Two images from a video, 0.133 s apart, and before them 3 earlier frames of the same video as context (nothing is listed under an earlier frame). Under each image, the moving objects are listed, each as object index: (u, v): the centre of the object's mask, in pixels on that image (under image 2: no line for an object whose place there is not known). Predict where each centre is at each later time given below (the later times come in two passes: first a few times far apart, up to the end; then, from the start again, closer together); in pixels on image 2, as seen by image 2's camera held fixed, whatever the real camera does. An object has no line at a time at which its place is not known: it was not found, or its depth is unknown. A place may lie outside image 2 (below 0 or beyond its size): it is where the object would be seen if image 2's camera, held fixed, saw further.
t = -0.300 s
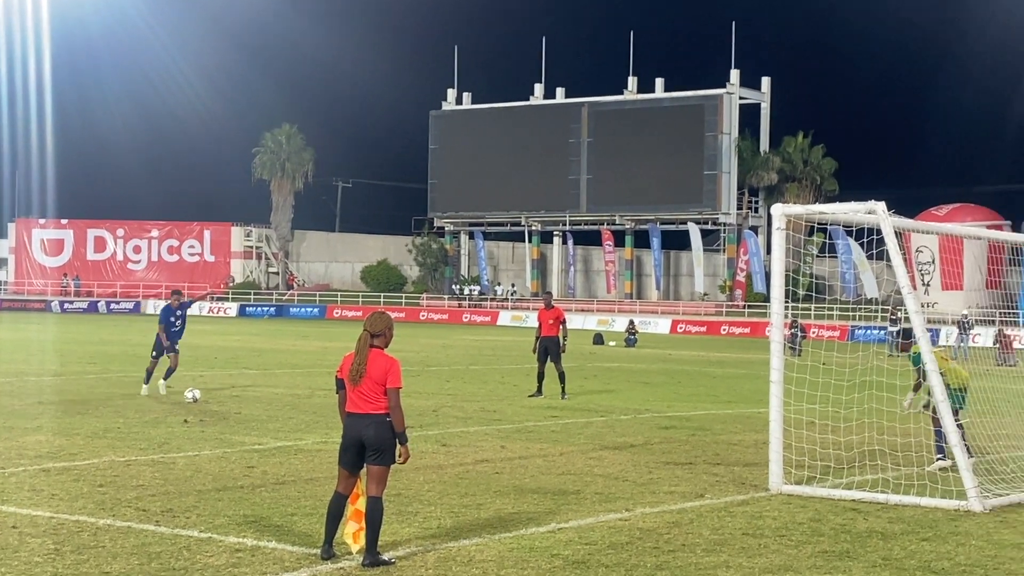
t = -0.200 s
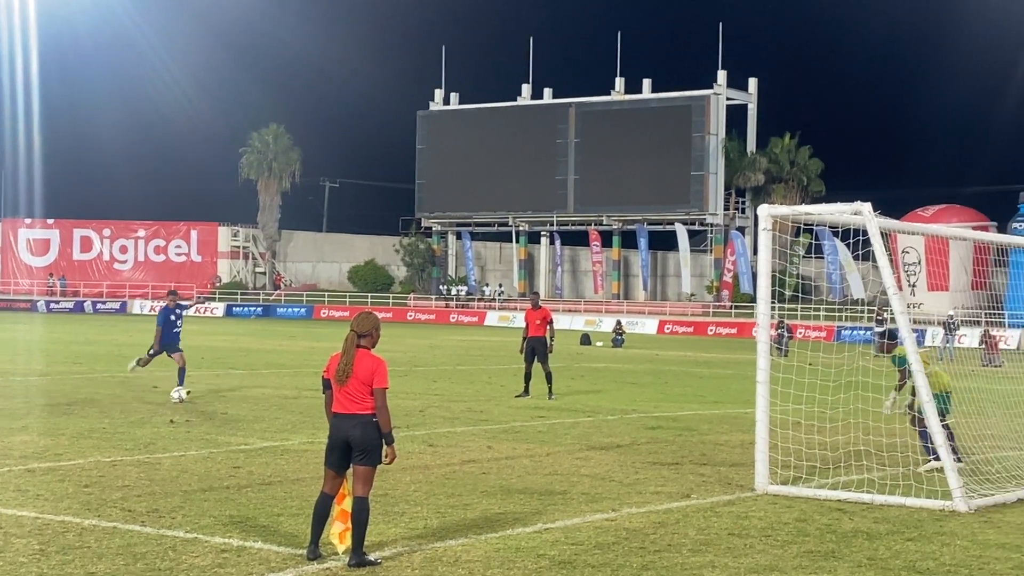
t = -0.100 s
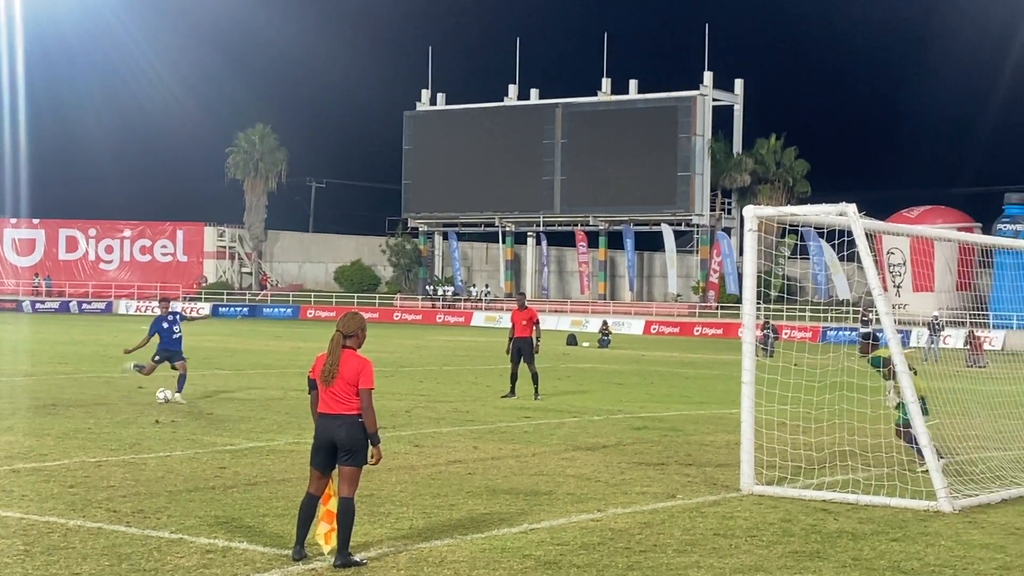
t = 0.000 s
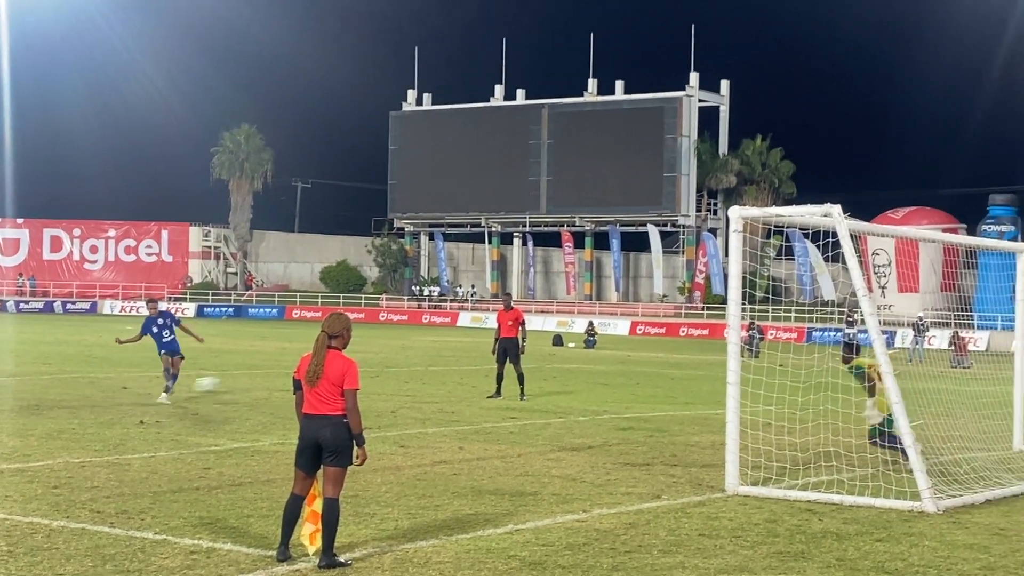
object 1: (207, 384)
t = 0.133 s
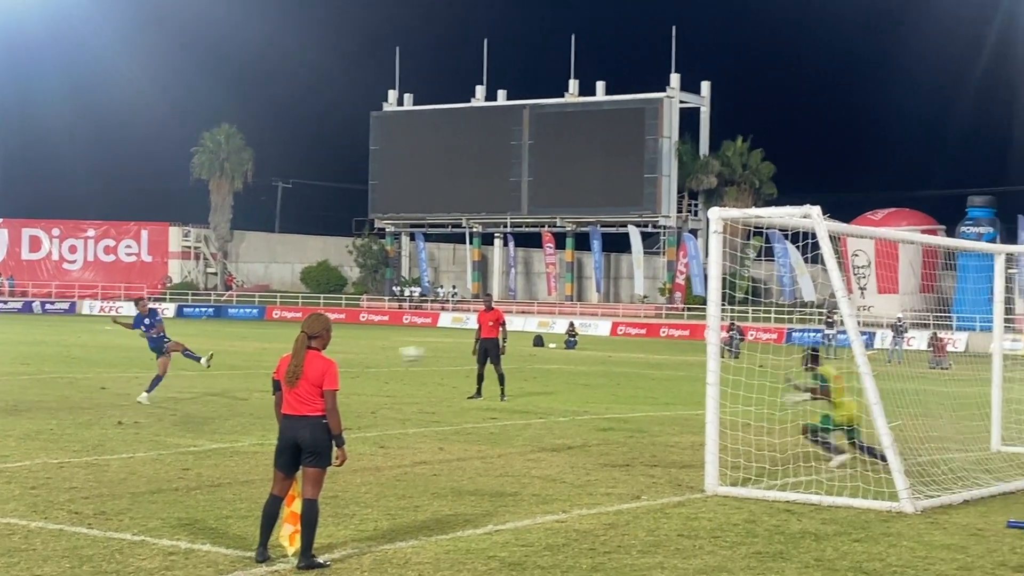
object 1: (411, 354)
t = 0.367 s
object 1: (834, 348)
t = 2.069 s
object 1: (769, 429)
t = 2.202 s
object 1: (739, 436)
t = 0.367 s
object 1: (834, 348)
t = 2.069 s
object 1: (769, 429)
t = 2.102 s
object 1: (761, 429)
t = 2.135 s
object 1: (754, 430)
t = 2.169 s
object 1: (747, 432)
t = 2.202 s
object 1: (739, 436)
